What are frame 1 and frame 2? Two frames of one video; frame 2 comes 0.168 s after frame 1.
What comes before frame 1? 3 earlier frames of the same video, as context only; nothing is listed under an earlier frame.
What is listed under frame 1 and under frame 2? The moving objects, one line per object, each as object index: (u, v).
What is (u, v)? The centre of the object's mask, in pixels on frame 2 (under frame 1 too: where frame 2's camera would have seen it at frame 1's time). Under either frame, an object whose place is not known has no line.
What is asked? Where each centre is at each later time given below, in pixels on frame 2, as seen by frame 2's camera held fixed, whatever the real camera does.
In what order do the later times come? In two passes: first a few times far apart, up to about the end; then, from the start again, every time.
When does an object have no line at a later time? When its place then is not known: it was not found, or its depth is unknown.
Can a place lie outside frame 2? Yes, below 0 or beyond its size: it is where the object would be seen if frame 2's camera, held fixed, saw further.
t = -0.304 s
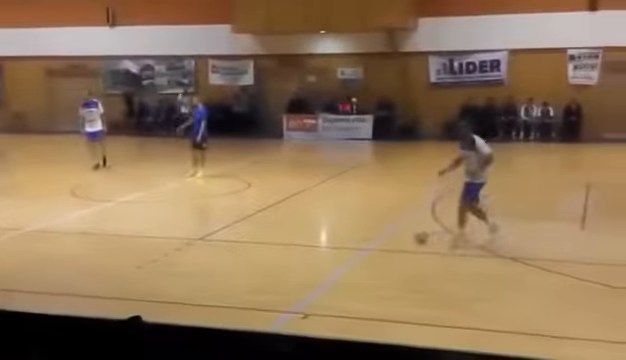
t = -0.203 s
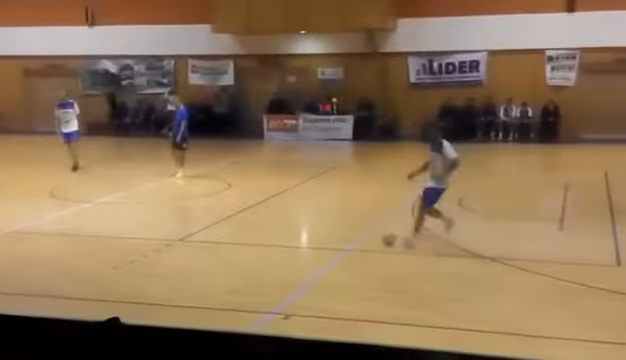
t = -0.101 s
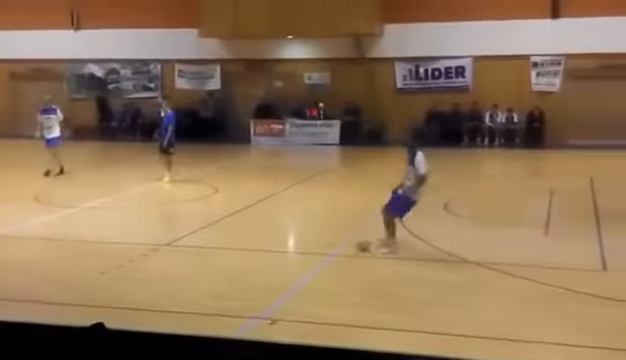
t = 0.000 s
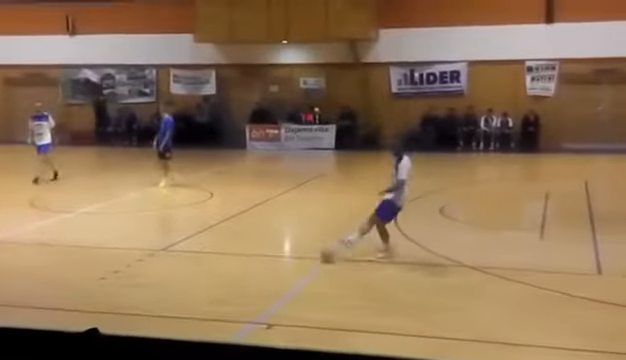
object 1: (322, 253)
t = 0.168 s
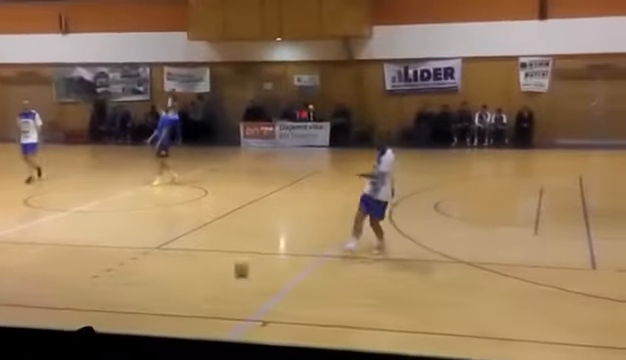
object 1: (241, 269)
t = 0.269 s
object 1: (192, 280)
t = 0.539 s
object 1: (57, 309)
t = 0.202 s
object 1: (224, 274)
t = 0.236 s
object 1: (208, 277)
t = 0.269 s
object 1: (192, 280)
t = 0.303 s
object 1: (175, 284)
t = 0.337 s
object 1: (159, 288)
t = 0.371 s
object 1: (142, 291)
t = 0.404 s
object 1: (125, 294)
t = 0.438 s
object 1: (108, 298)
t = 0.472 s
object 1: (91, 302)
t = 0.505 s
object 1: (74, 306)
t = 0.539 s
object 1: (57, 309)
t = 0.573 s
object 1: (39, 315)
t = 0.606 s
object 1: (20, 316)
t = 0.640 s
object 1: (6, 320)
